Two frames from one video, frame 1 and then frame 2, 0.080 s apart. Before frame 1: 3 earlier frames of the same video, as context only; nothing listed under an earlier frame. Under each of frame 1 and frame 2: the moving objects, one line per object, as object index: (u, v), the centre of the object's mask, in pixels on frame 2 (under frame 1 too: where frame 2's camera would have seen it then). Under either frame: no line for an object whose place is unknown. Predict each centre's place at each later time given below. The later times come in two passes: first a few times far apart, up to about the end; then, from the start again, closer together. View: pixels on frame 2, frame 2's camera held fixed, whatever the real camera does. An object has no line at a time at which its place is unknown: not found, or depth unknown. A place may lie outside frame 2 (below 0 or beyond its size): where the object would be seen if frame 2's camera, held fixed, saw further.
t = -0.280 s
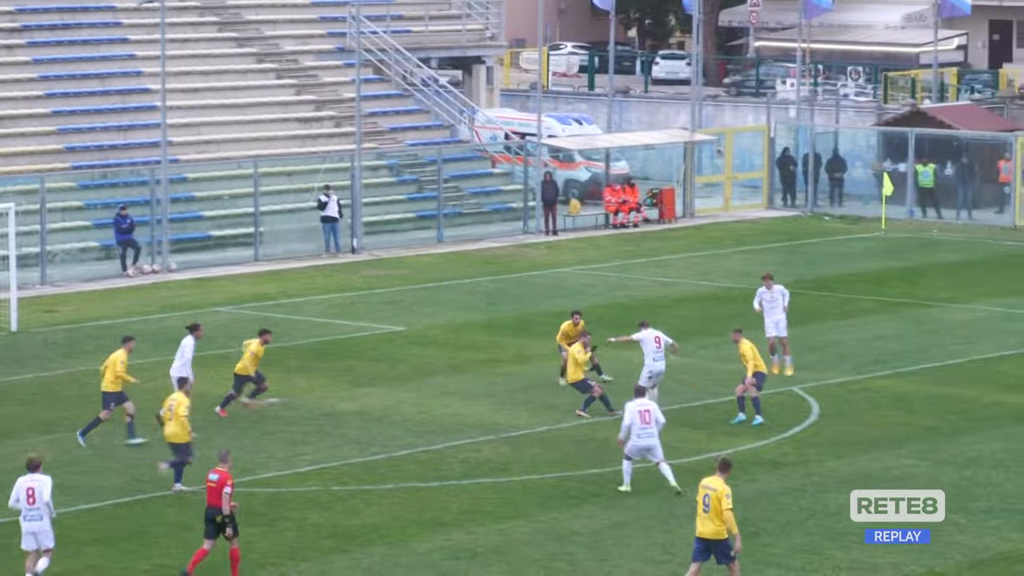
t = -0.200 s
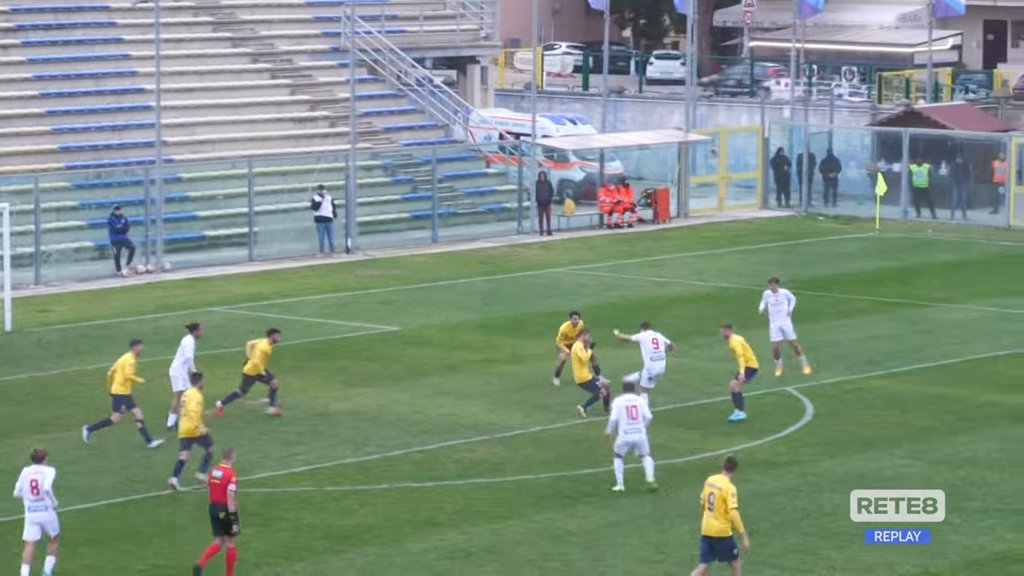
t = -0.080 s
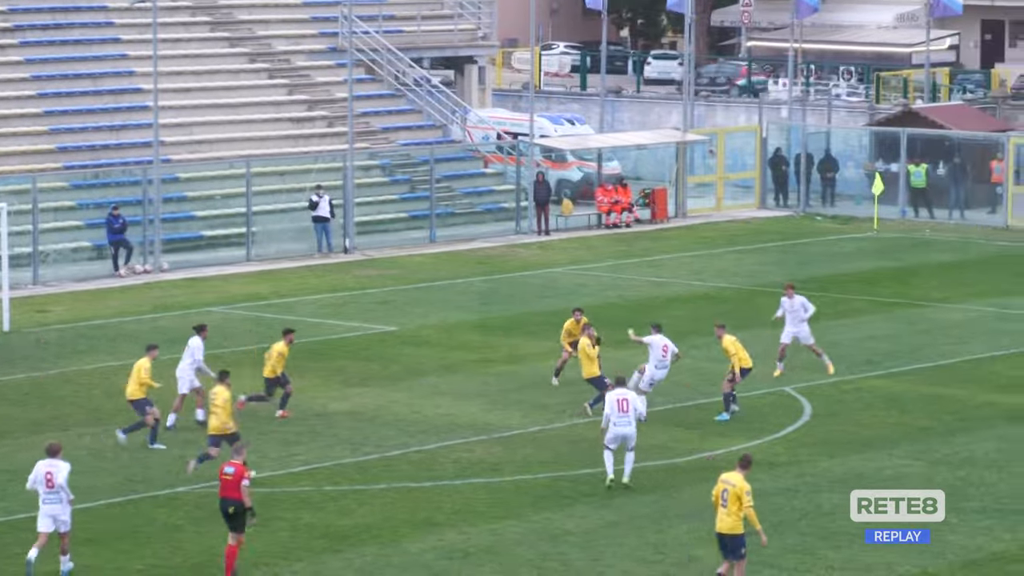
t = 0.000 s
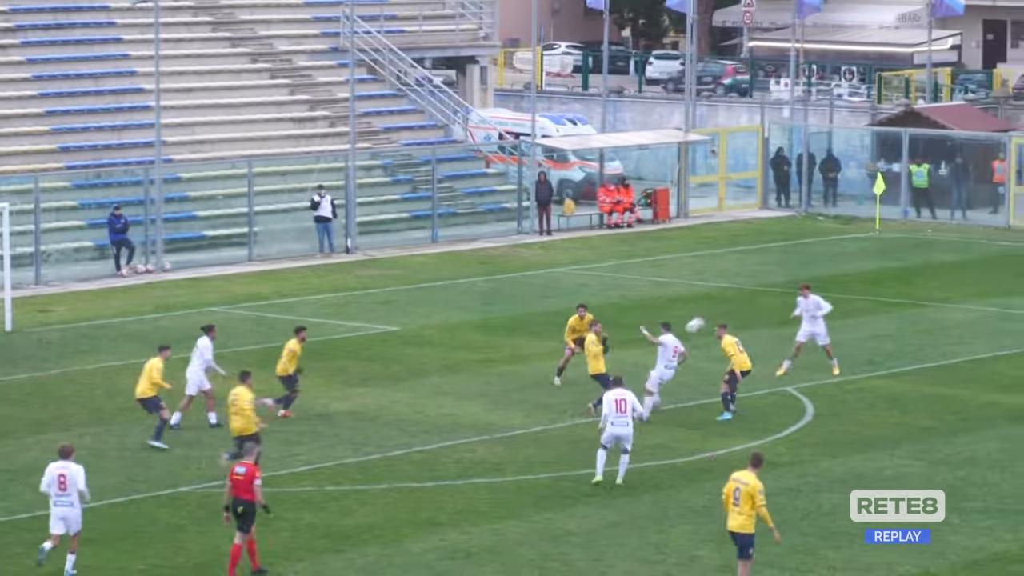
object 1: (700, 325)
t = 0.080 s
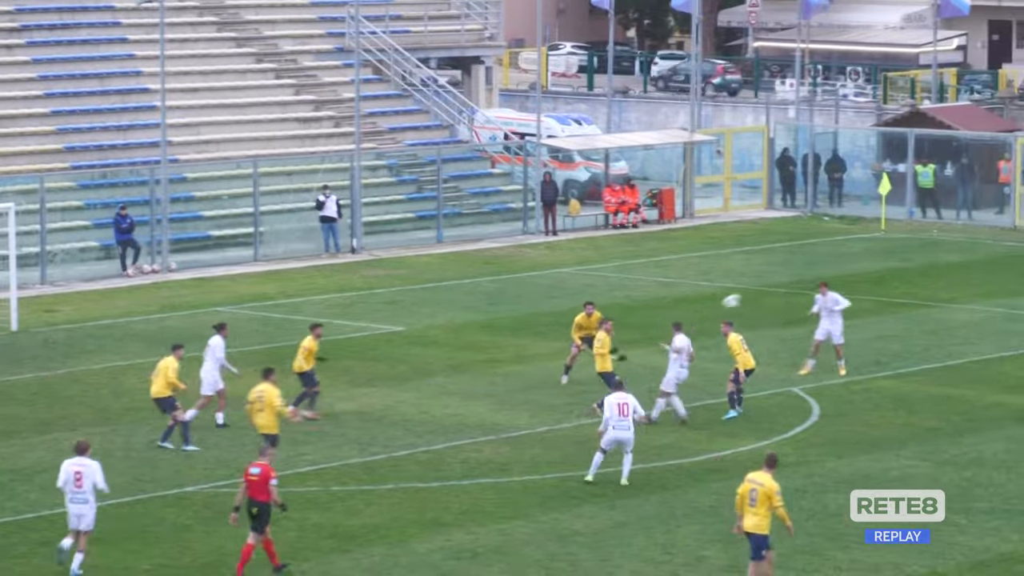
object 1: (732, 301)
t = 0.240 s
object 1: (794, 265)
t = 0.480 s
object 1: (885, 242)
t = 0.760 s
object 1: (990, 261)
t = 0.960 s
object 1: (1065, 306)
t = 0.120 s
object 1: (747, 291)
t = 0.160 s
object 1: (763, 281)
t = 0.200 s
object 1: (778, 273)
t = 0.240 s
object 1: (794, 265)
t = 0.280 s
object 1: (809, 259)
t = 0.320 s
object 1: (824, 253)
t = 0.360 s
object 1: (840, 249)
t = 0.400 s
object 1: (855, 246)
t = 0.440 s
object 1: (870, 243)
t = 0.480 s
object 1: (885, 242)
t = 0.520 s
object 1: (900, 242)
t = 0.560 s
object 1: (915, 242)
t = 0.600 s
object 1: (930, 245)
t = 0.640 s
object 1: (945, 247)
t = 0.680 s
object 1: (960, 251)
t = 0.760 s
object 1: (990, 261)
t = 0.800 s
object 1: (1004, 269)
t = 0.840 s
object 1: (1019, 276)
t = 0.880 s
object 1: (1035, 286)
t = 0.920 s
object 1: (1049, 295)
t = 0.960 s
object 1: (1065, 306)
